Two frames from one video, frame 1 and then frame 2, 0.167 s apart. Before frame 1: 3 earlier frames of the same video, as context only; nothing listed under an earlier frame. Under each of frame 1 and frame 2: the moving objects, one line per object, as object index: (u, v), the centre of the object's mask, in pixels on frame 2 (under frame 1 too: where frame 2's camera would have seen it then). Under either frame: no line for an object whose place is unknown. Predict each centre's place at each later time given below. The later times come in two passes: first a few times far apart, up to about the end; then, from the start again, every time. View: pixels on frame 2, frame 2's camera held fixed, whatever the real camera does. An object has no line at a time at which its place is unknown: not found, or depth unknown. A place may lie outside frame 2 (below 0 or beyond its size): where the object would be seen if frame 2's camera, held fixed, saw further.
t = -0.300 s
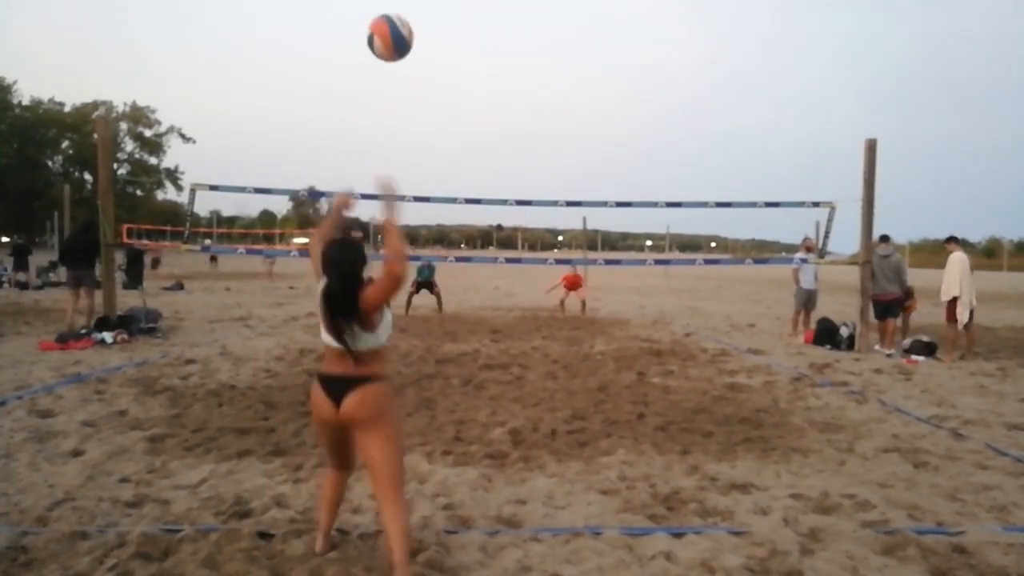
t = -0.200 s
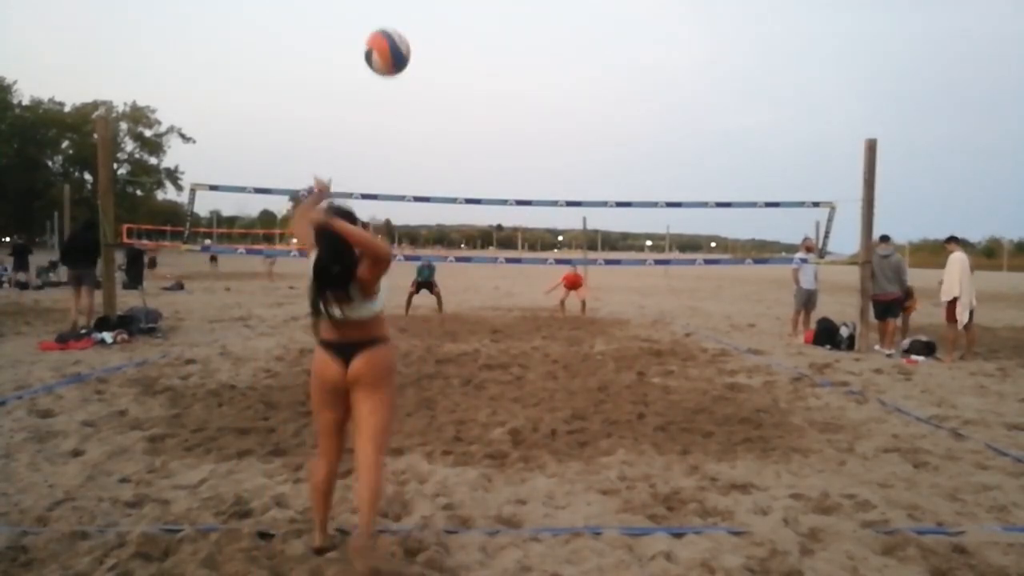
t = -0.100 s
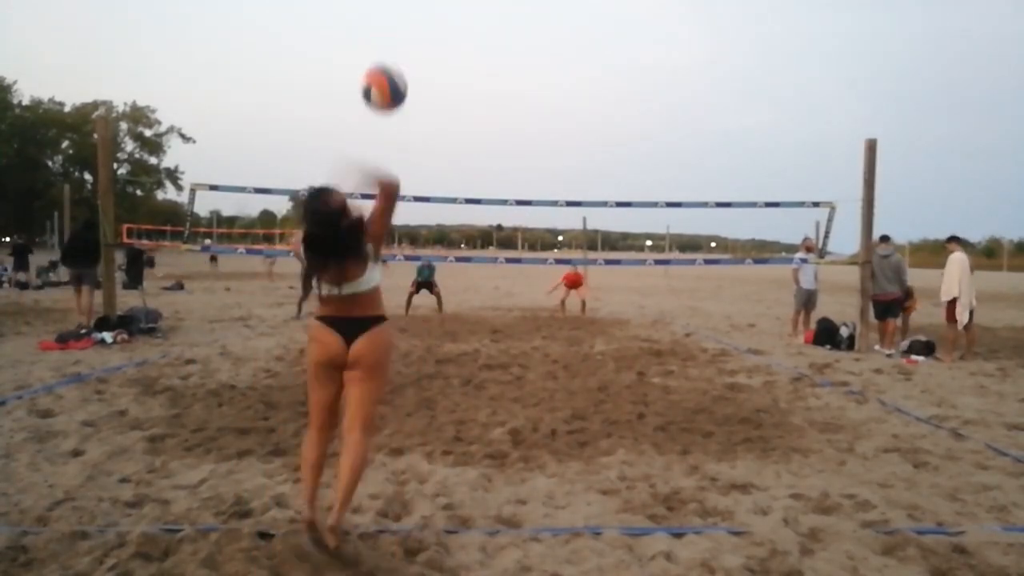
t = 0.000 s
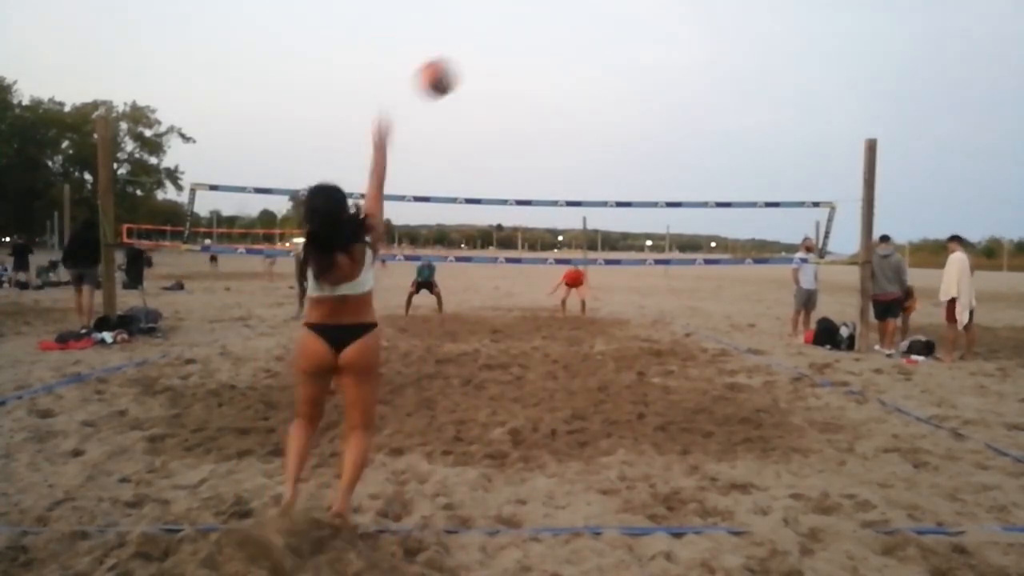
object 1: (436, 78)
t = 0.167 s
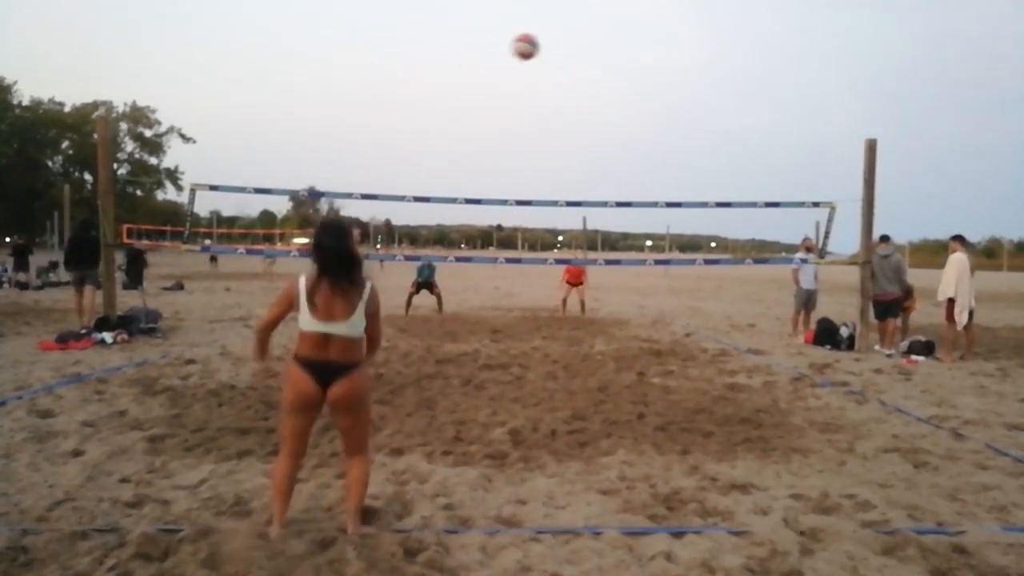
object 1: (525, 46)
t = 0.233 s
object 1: (547, 46)
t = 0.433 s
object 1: (592, 66)
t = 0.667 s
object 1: (621, 111)
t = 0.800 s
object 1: (633, 140)
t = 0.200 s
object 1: (536, 46)
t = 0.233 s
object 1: (547, 46)
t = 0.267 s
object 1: (556, 48)
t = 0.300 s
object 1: (565, 50)
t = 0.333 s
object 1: (573, 53)
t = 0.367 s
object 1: (580, 57)
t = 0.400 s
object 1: (586, 62)
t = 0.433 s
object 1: (592, 66)
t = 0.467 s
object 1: (597, 72)
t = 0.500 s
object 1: (601, 77)
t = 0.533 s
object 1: (606, 83)
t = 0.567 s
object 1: (610, 90)
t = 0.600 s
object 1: (614, 97)
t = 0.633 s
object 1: (618, 104)
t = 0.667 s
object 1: (621, 111)
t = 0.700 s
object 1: (624, 118)
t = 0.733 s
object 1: (627, 125)
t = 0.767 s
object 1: (630, 132)
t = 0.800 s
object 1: (633, 140)
